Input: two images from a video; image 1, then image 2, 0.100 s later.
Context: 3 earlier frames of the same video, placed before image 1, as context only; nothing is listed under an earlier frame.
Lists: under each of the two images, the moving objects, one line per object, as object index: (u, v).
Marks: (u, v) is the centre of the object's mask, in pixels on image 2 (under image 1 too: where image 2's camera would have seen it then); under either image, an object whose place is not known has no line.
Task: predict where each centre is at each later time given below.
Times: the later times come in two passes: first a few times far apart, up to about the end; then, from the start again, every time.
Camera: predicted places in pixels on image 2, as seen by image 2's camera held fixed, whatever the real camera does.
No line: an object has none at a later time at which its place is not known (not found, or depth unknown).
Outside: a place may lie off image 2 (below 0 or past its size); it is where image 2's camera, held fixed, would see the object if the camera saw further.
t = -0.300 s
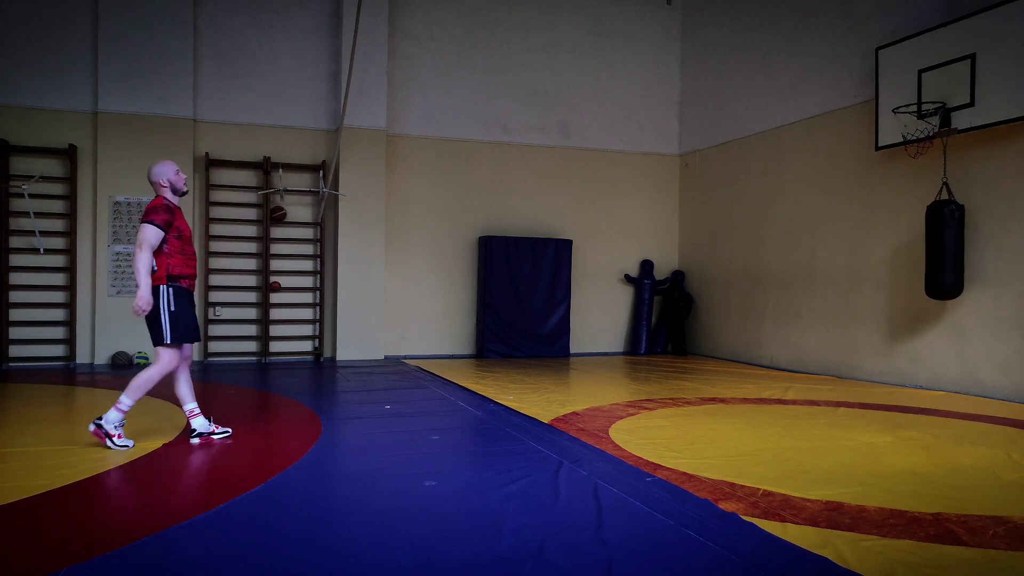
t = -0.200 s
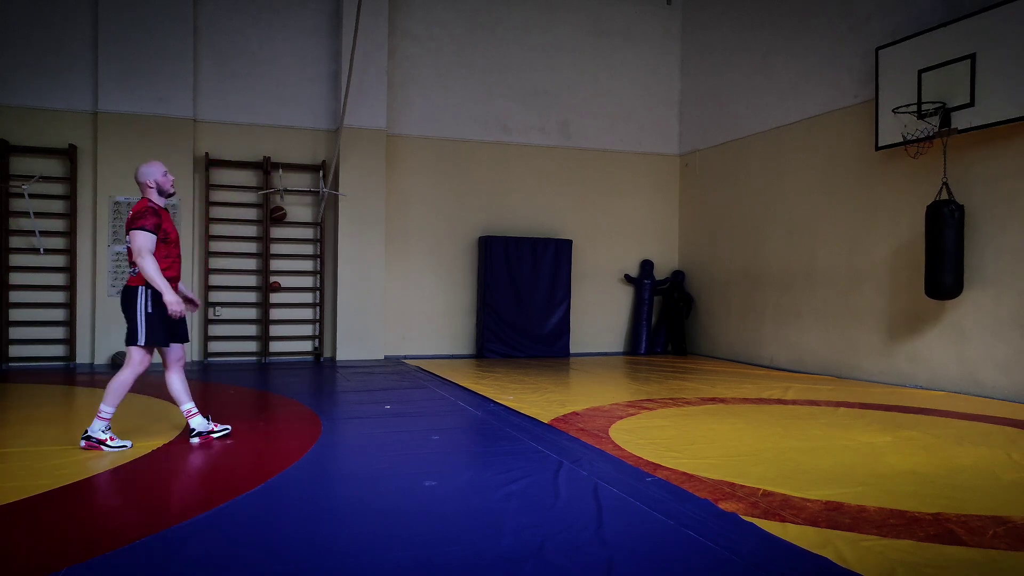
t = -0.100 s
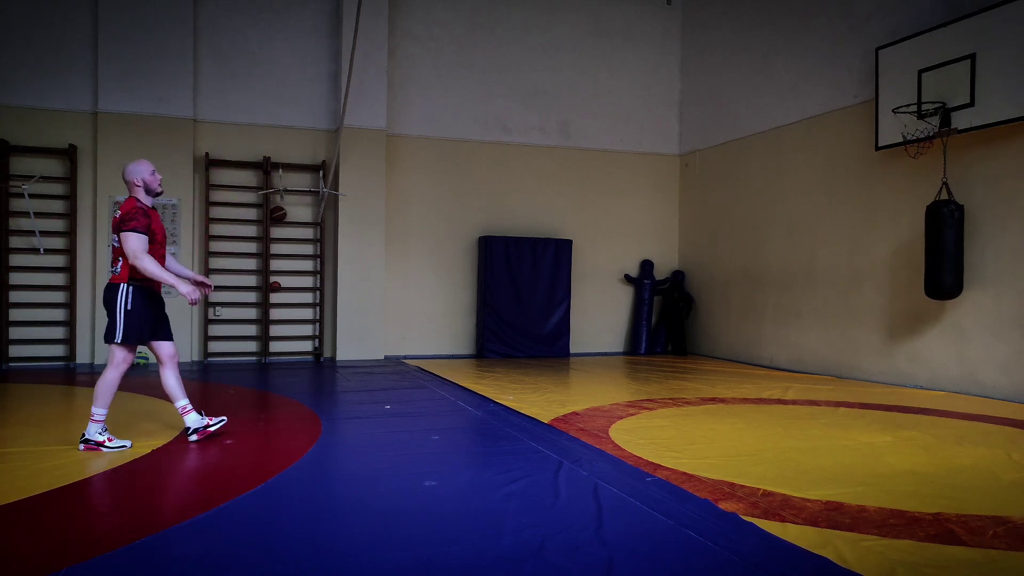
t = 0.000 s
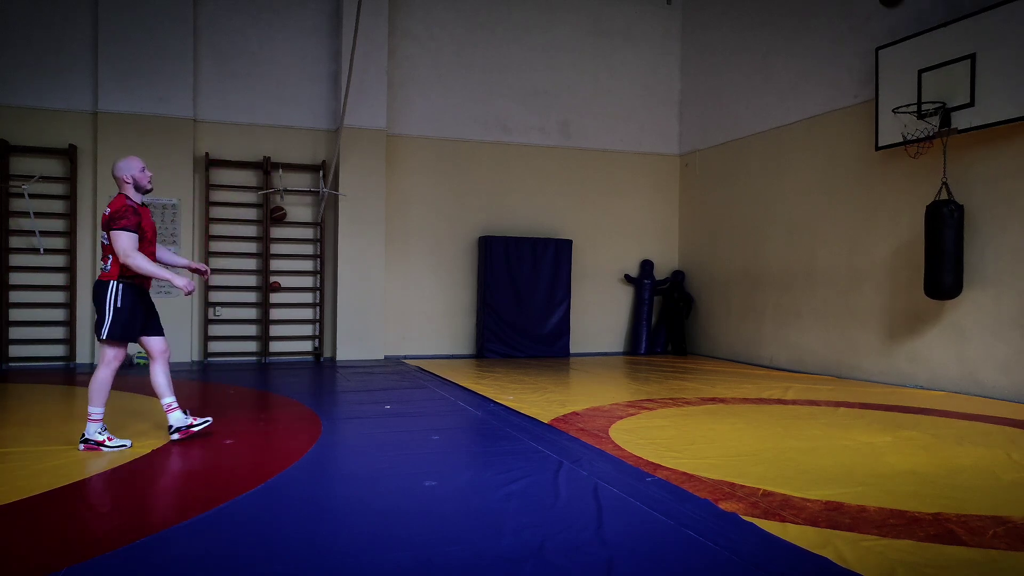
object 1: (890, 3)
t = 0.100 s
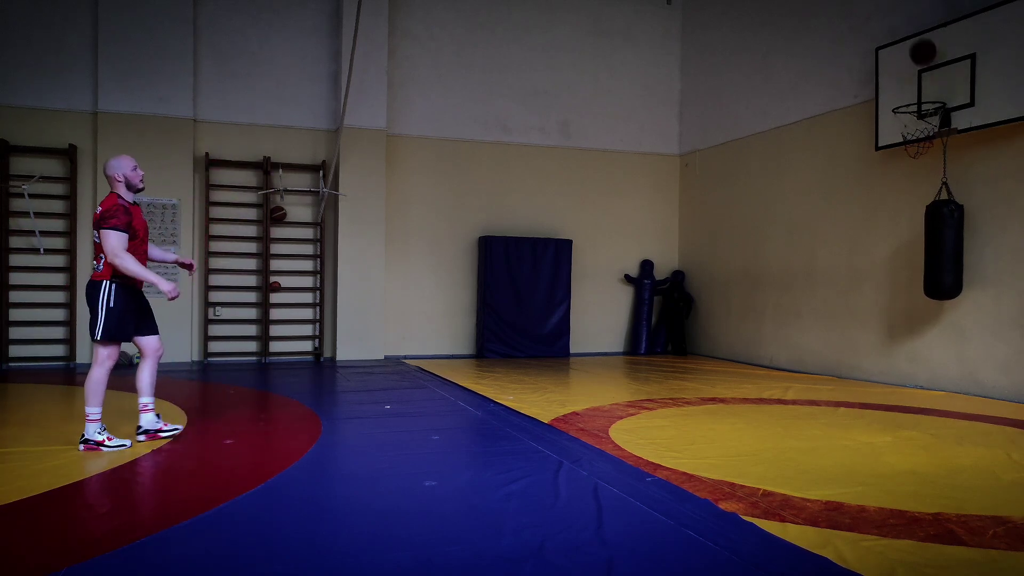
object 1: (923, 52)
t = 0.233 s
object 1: (913, 97)
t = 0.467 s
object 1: (843, 50)
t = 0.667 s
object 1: (782, 44)
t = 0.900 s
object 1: (708, 90)
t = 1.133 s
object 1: (631, 195)
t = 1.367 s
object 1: (556, 366)
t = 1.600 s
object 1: (478, 301)
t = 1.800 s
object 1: (408, 244)
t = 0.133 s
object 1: (933, 73)
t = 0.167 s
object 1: (939, 92)
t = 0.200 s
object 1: (927, 97)
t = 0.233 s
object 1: (913, 97)
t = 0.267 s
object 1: (901, 93)
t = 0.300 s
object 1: (892, 83)
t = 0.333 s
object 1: (882, 75)
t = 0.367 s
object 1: (872, 67)
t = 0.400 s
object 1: (863, 60)
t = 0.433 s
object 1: (853, 55)
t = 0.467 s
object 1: (843, 50)
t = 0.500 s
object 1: (833, 46)
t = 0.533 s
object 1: (823, 43)
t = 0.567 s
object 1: (812, 42)
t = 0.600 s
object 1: (802, 42)
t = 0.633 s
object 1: (792, 42)
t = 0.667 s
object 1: (782, 44)
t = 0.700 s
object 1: (771, 47)
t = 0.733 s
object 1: (761, 51)
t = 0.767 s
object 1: (750, 57)
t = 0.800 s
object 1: (740, 63)
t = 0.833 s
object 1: (729, 71)
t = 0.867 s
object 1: (719, 80)
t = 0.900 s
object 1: (708, 90)
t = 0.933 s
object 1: (697, 101)
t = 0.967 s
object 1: (686, 113)
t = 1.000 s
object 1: (675, 128)
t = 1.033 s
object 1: (665, 142)
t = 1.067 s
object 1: (653, 159)
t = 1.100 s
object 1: (642, 176)
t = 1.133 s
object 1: (631, 195)
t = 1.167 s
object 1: (620, 216)
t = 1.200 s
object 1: (610, 237)
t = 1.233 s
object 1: (598, 260)
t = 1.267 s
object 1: (587, 284)
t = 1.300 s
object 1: (577, 310)
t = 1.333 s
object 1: (566, 338)
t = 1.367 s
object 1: (556, 366)
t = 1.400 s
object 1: (544, 394)
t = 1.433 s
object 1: (533, 378)
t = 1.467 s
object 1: (523, 361)
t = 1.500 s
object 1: (512, 344)
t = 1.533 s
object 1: (501, 328)
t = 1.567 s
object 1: (490, 314)
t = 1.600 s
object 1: (478, 301)
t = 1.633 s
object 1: (467, 289)
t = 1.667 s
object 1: (455, 277)
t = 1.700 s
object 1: (443, 267)
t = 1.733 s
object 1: (432, 258)
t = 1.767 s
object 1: (420, 251)
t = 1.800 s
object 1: (408, 244)
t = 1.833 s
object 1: (396, 238)
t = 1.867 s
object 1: (384, 234)
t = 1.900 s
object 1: (372, 231)
